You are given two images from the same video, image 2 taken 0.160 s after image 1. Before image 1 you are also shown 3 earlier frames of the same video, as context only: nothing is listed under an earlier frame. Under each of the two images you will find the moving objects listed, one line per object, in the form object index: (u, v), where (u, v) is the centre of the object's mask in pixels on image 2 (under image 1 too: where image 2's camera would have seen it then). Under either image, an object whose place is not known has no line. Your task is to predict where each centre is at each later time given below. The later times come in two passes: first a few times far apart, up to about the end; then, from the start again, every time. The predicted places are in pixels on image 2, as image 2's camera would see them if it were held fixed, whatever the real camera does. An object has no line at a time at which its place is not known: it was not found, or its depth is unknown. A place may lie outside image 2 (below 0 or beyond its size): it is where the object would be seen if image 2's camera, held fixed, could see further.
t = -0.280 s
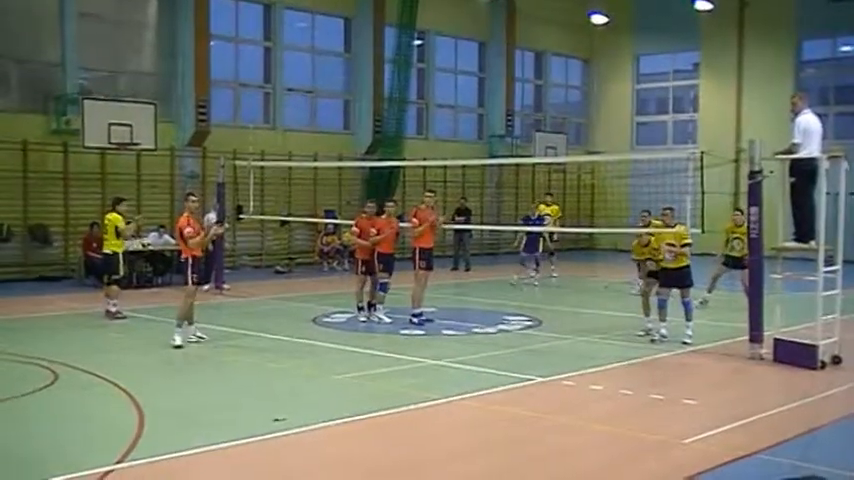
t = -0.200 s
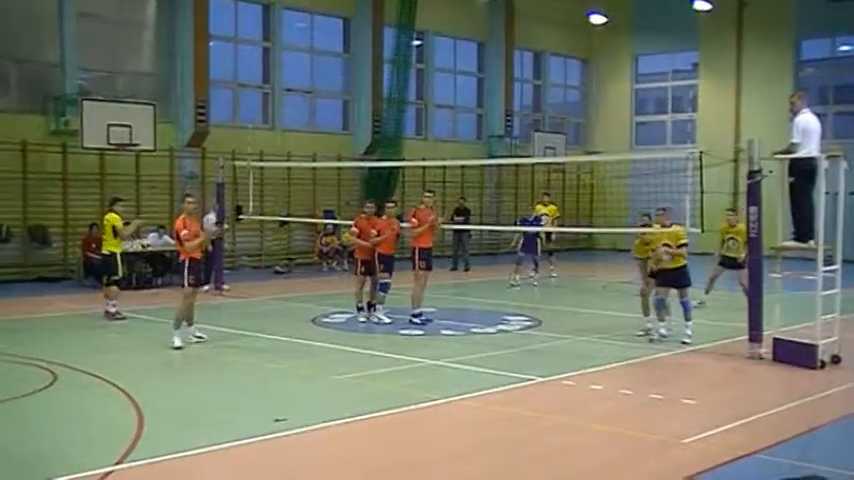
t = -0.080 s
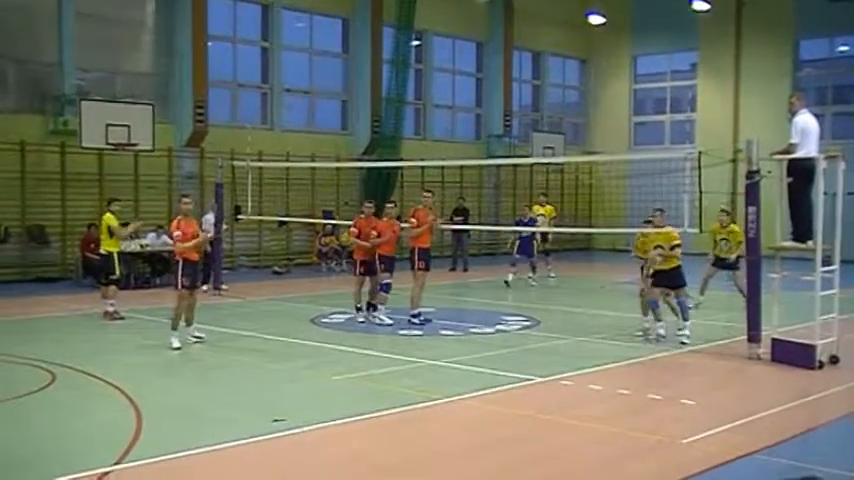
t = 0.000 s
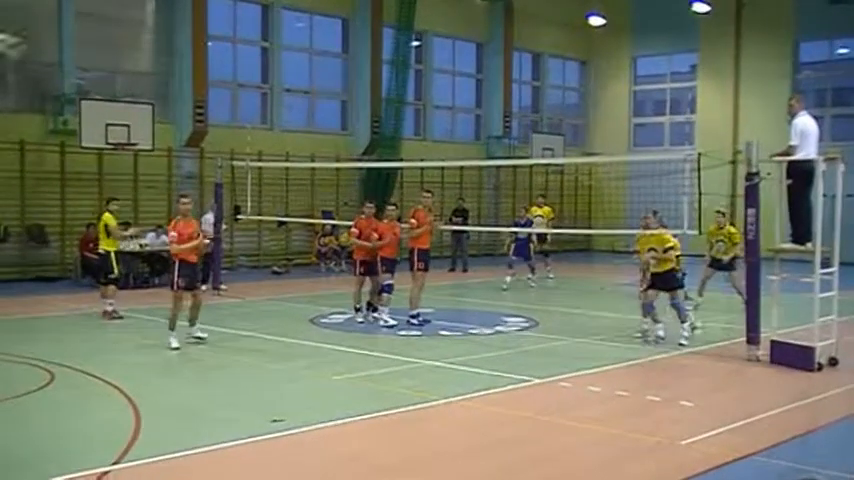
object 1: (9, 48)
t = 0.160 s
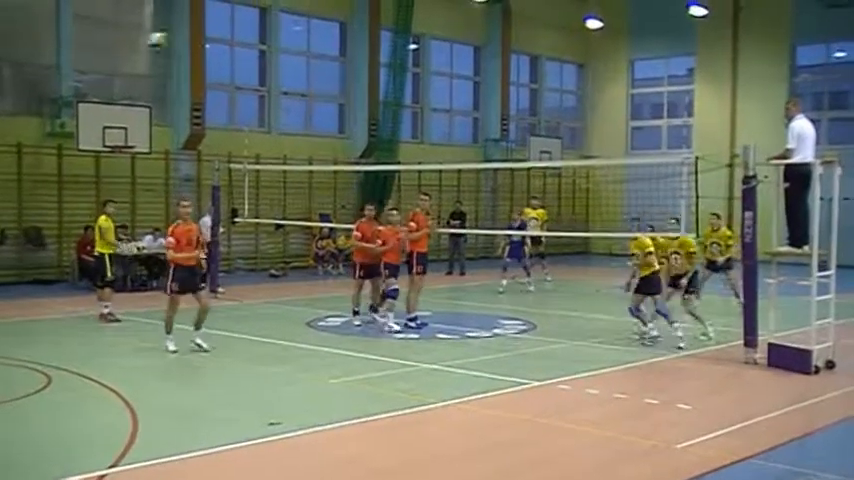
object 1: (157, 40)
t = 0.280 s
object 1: (237, 49)
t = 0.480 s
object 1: (330, 78)
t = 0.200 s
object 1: (187, 41)
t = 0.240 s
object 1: (214, 44)
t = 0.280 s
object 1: (237, 49)
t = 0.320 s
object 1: (260, 53)
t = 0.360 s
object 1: (280, 57)
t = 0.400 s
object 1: (298, 64)
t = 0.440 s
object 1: (315, 70)
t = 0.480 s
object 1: (330, 78)
